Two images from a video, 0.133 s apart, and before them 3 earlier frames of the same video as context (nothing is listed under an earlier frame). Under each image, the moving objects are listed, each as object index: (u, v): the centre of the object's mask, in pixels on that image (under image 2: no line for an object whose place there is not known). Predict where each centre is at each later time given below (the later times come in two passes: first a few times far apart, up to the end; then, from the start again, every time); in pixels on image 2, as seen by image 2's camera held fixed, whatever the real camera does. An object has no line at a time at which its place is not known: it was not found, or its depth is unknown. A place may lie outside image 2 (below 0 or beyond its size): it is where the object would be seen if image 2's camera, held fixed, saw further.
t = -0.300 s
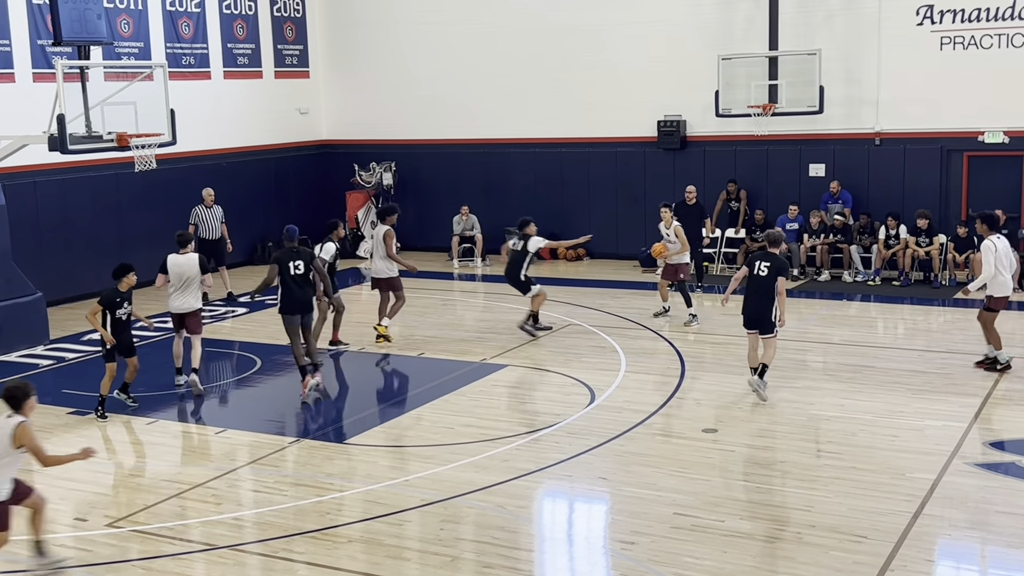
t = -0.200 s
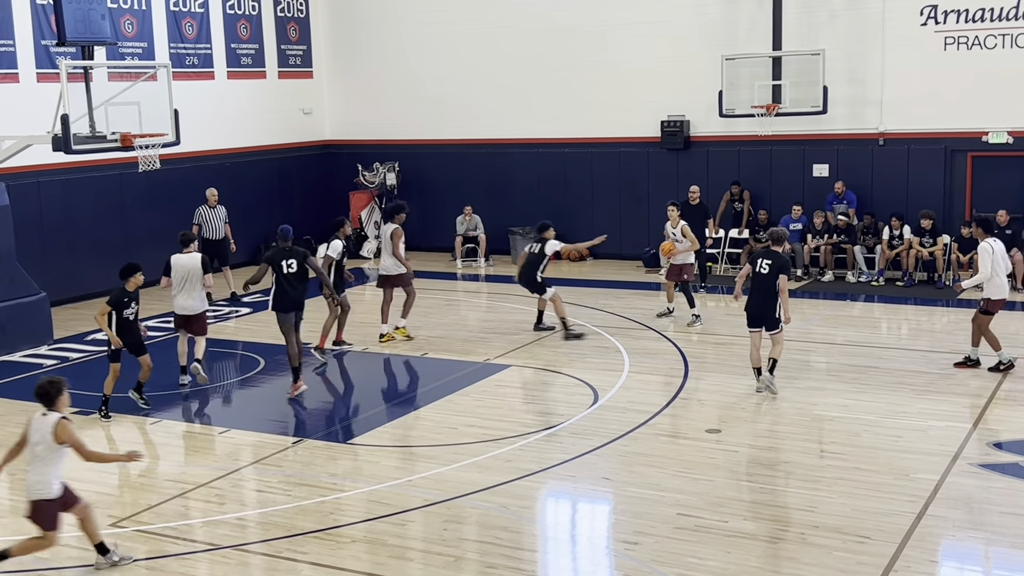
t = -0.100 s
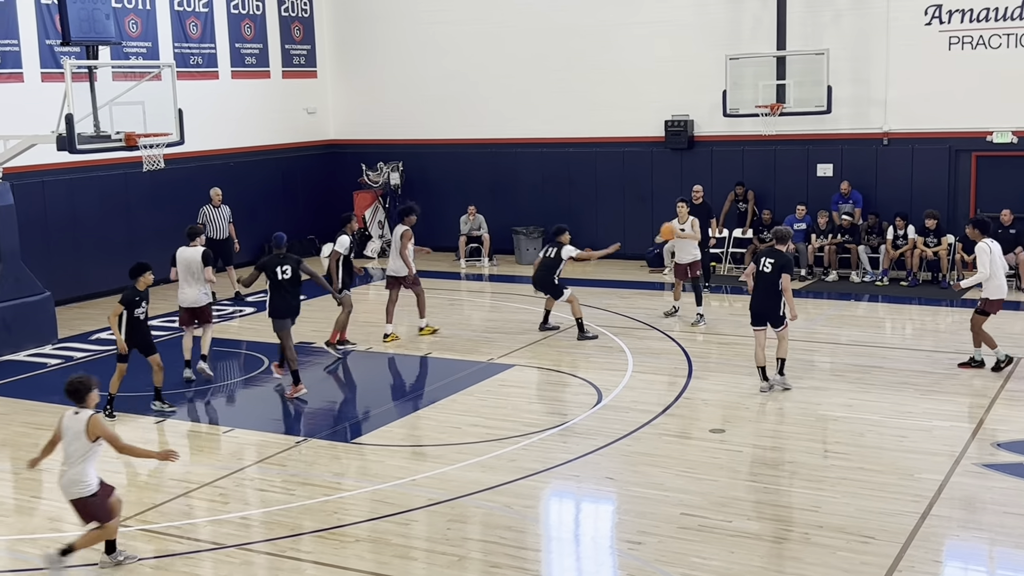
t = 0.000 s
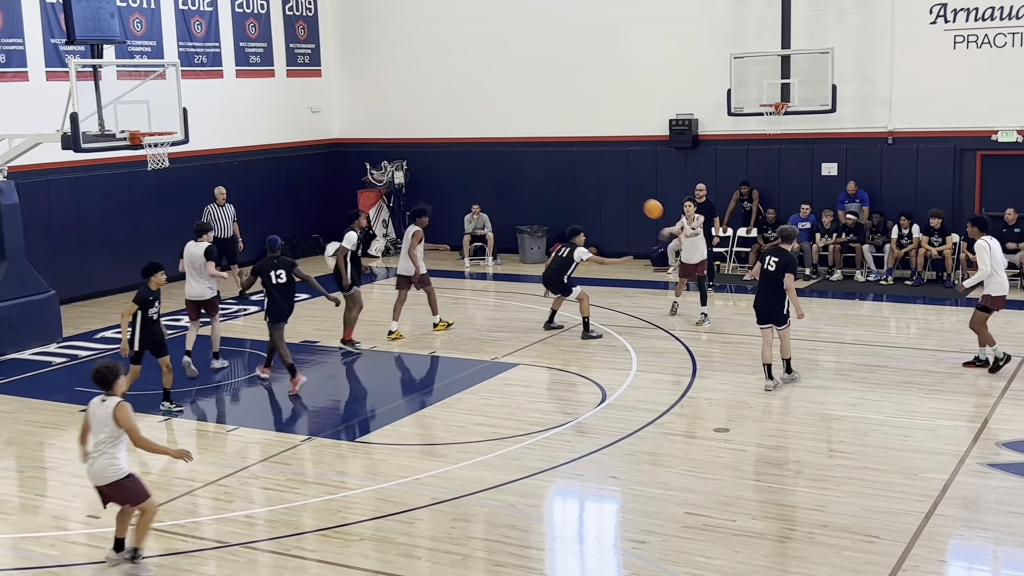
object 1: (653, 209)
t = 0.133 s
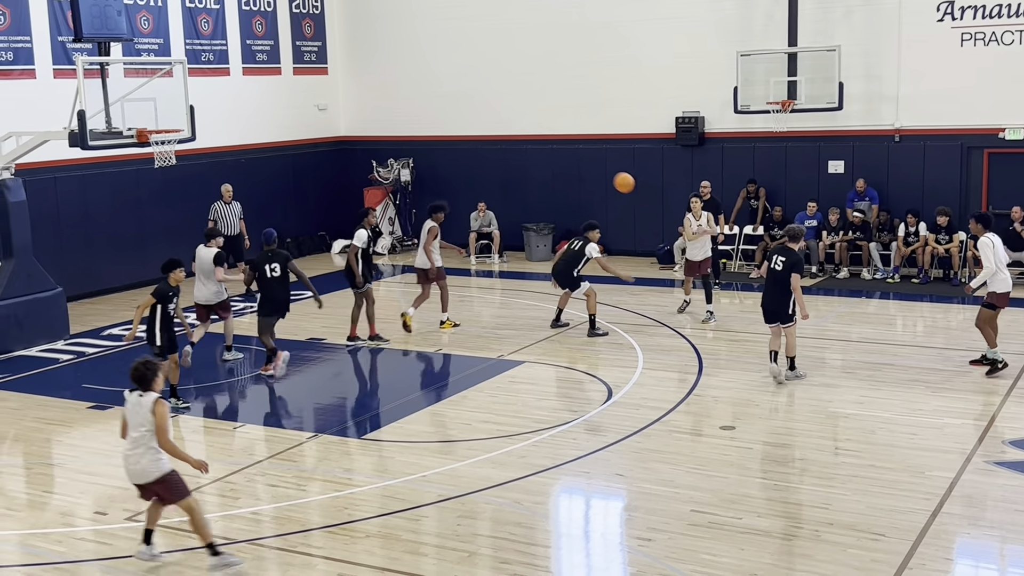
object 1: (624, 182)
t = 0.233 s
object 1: (594, 170)
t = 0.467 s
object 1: (511, 168)
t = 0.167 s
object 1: (614, 178)
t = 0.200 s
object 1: (604, 174)
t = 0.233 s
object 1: (594, 170)
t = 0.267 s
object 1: (583, 168)
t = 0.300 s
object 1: (572, 166)
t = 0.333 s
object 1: (561, 165)
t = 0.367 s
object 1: (549, 164)
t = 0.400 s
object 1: (537, 165)
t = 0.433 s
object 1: (524, 166)
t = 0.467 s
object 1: (511, 168)
